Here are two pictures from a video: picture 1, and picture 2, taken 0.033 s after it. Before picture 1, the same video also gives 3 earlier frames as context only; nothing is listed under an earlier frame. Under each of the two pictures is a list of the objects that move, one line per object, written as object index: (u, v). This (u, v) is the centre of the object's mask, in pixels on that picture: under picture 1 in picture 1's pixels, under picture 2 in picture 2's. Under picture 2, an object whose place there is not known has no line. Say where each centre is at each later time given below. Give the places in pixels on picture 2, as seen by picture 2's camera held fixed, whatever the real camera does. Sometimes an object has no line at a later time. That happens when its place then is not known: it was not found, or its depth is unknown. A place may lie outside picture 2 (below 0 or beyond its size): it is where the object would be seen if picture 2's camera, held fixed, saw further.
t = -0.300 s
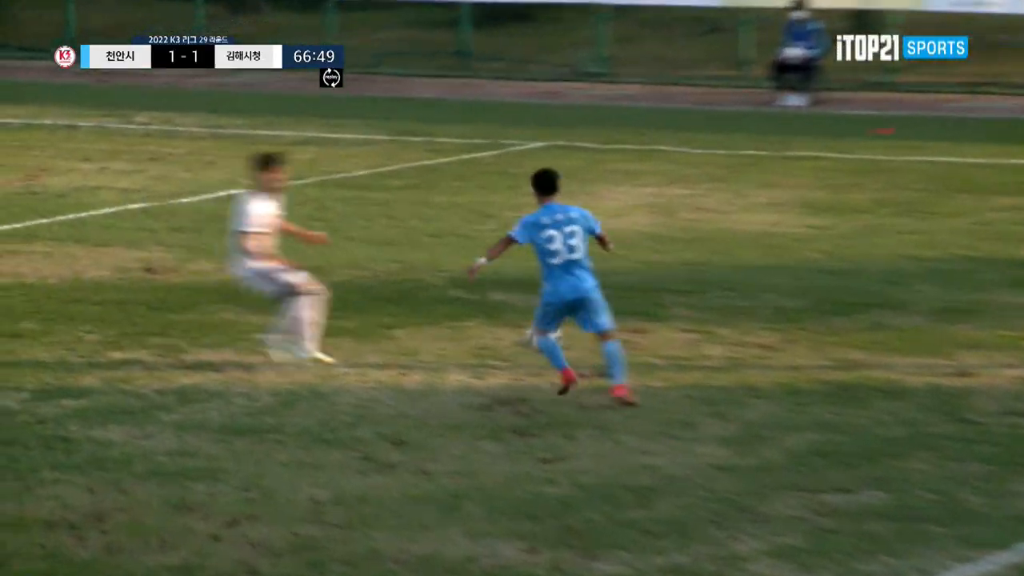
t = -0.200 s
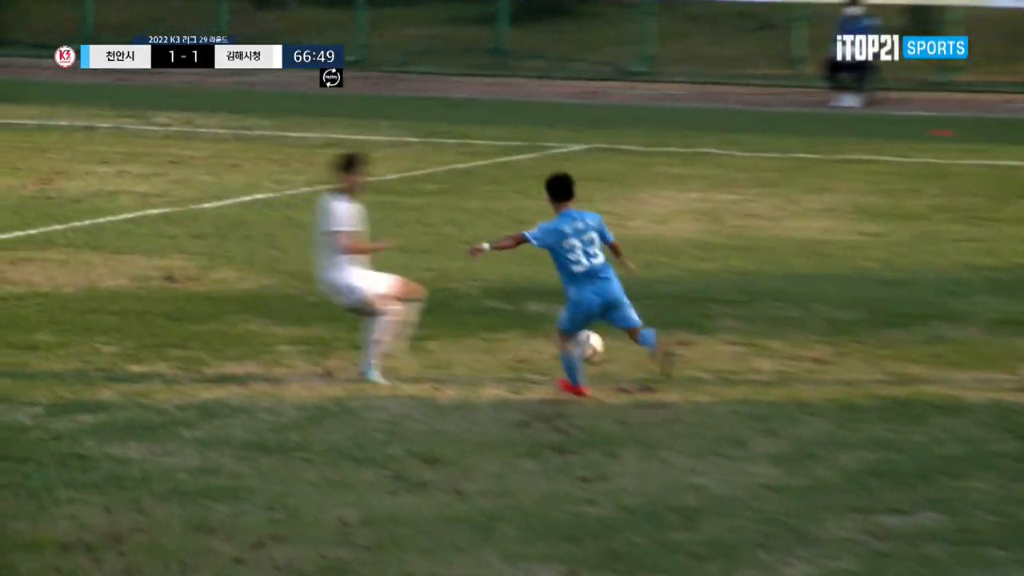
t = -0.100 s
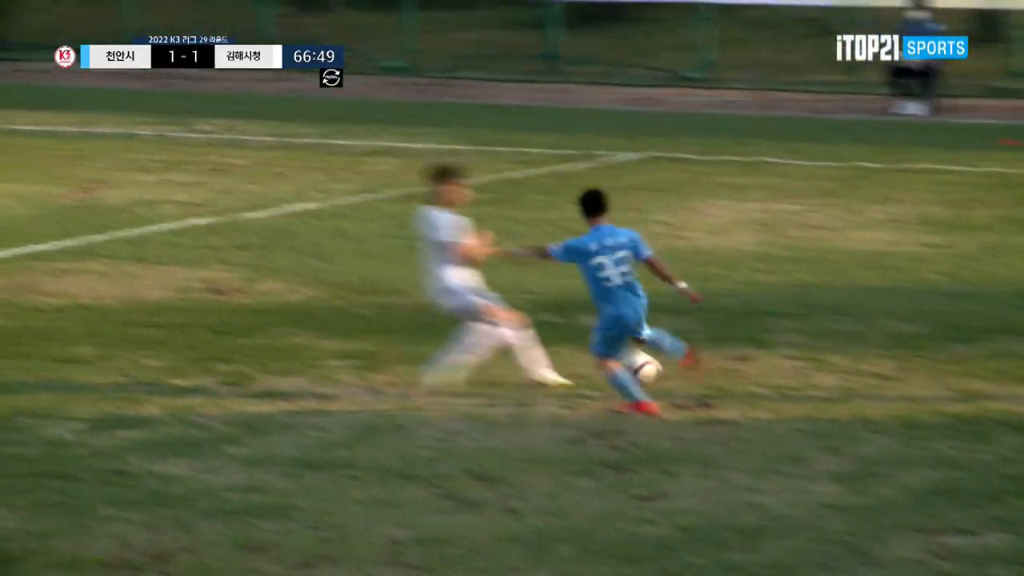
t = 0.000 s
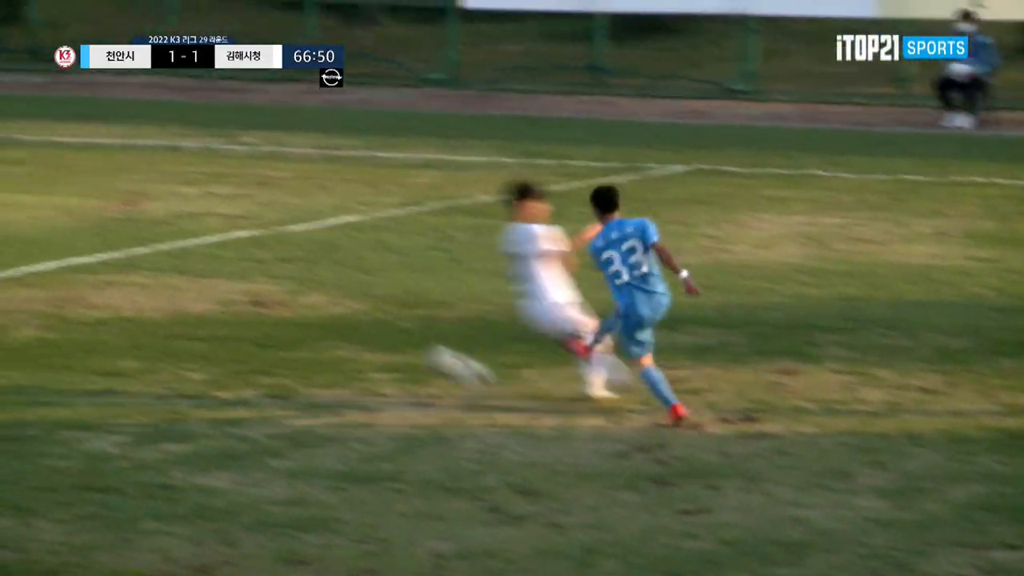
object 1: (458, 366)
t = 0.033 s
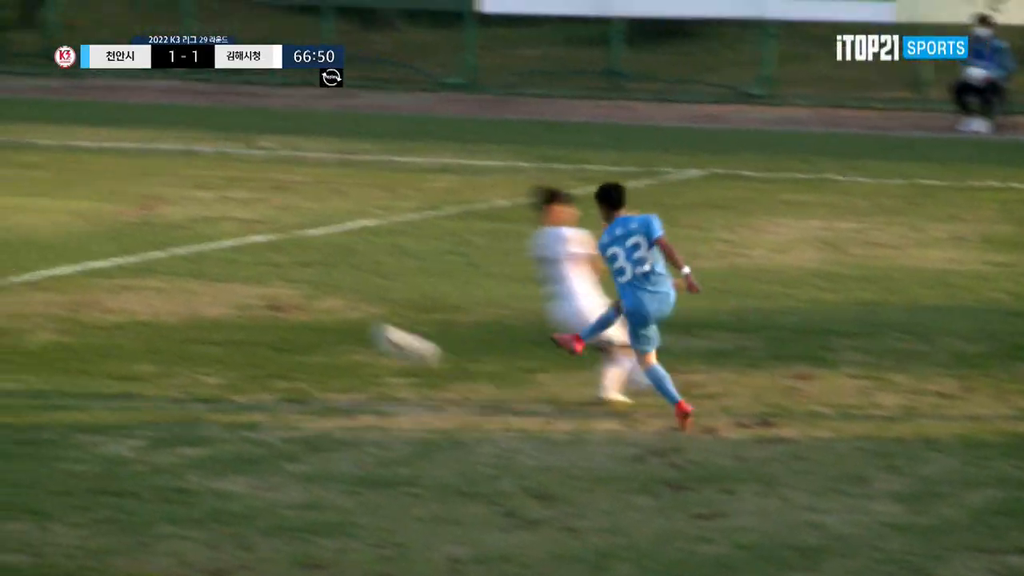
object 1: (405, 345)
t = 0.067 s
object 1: (344, 321)
